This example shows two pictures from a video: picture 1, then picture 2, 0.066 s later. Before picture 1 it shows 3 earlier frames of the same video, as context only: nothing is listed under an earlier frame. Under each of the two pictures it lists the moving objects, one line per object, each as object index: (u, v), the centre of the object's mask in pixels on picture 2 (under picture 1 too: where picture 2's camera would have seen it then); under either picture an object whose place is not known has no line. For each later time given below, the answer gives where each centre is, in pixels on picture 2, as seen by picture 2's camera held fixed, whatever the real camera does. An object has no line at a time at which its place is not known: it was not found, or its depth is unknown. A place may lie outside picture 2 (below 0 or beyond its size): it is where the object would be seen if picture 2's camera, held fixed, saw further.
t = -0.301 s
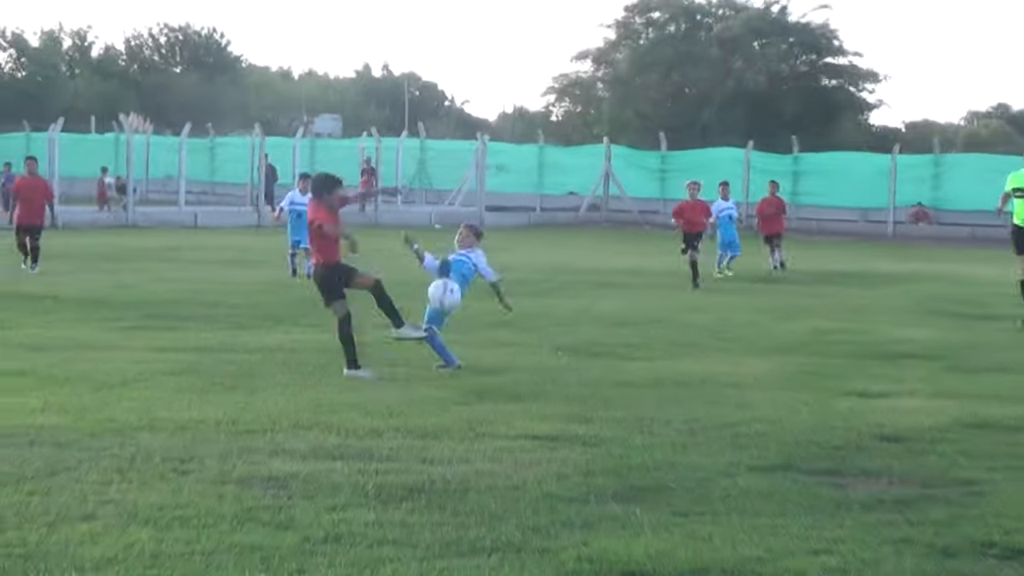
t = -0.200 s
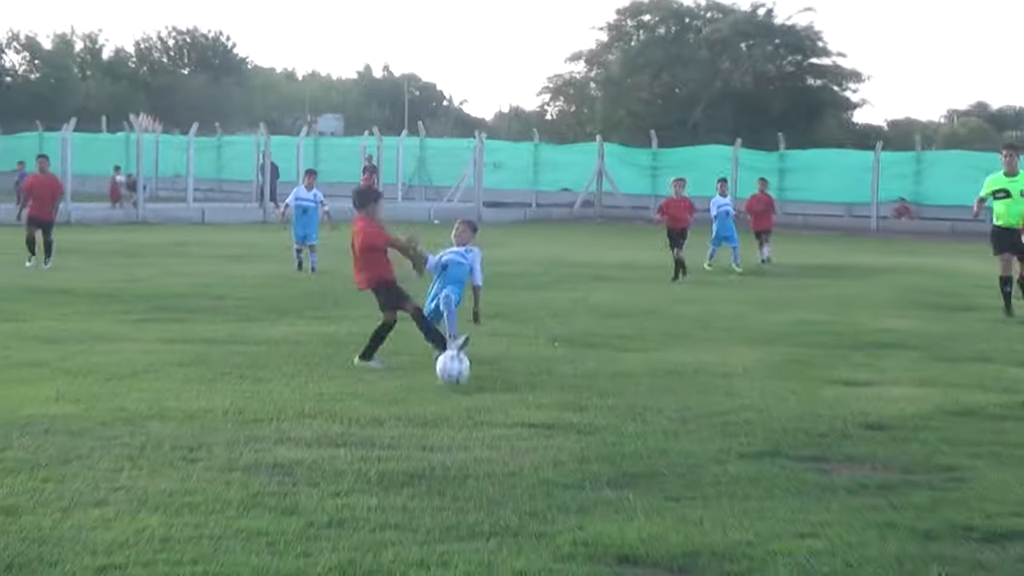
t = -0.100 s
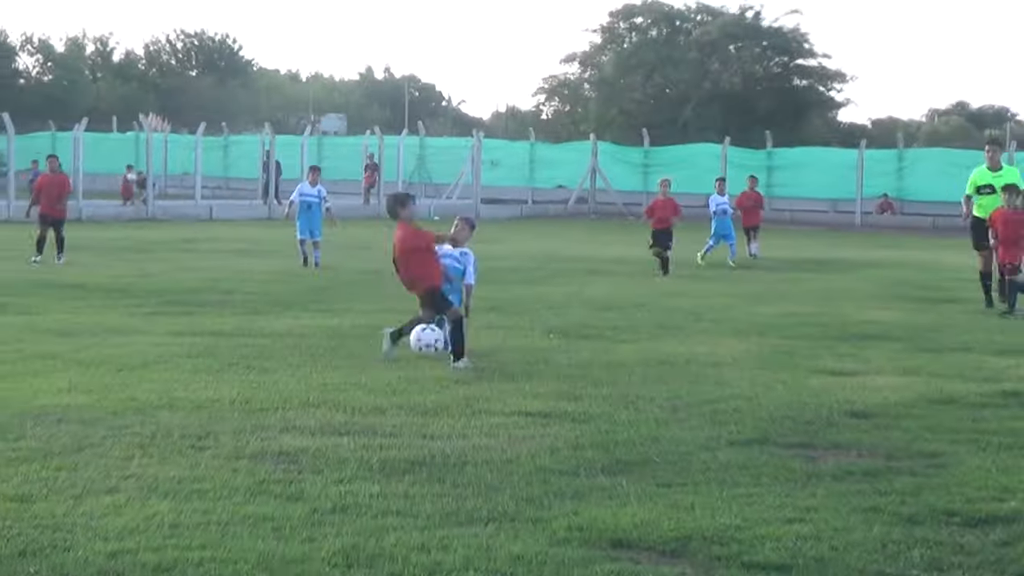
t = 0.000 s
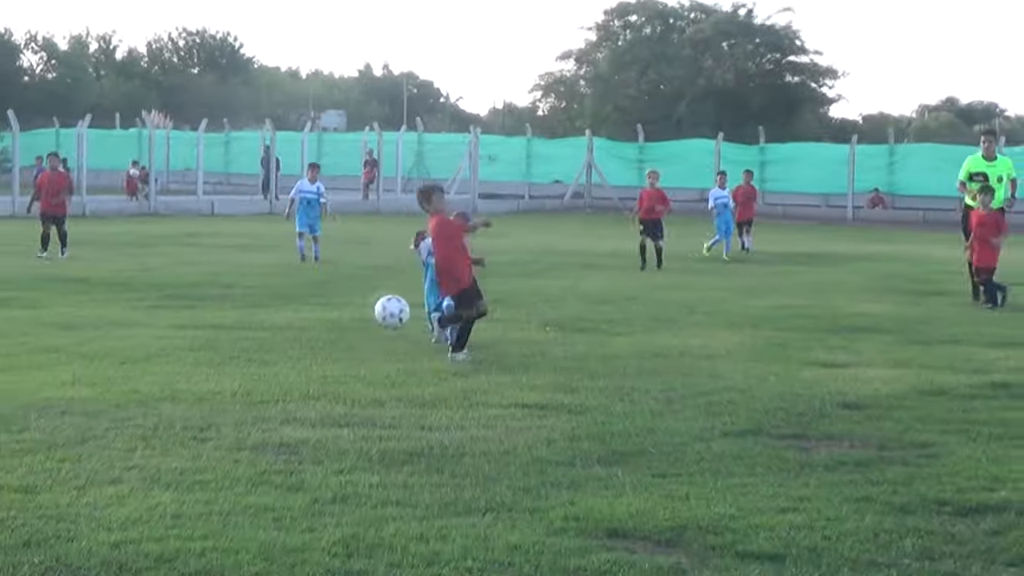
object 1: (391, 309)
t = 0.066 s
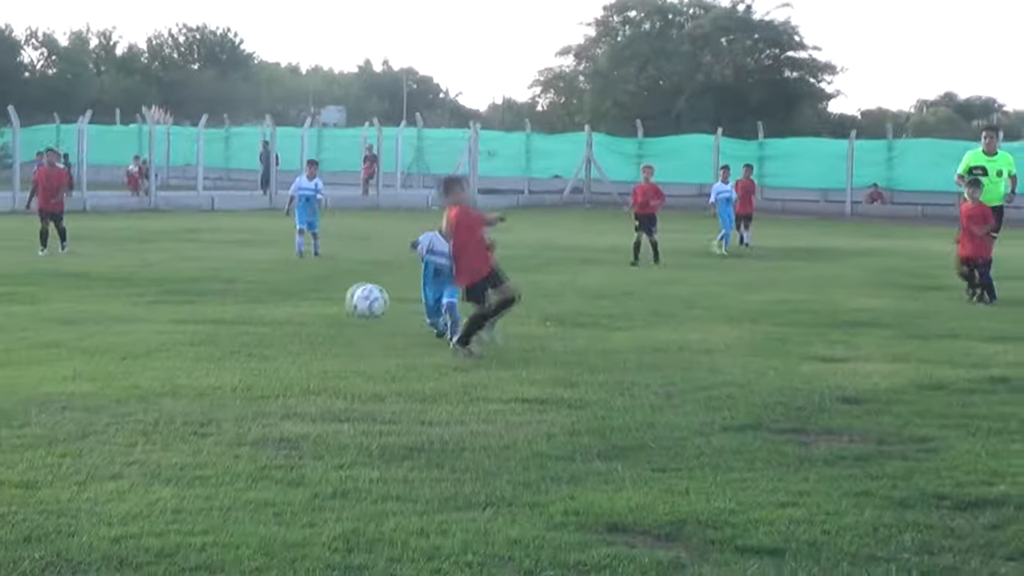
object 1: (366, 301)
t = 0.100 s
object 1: (355, 301)
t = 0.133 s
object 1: (341, 302)
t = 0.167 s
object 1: (329, 305)
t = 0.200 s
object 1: (318, 311)
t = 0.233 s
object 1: (303, 319)
